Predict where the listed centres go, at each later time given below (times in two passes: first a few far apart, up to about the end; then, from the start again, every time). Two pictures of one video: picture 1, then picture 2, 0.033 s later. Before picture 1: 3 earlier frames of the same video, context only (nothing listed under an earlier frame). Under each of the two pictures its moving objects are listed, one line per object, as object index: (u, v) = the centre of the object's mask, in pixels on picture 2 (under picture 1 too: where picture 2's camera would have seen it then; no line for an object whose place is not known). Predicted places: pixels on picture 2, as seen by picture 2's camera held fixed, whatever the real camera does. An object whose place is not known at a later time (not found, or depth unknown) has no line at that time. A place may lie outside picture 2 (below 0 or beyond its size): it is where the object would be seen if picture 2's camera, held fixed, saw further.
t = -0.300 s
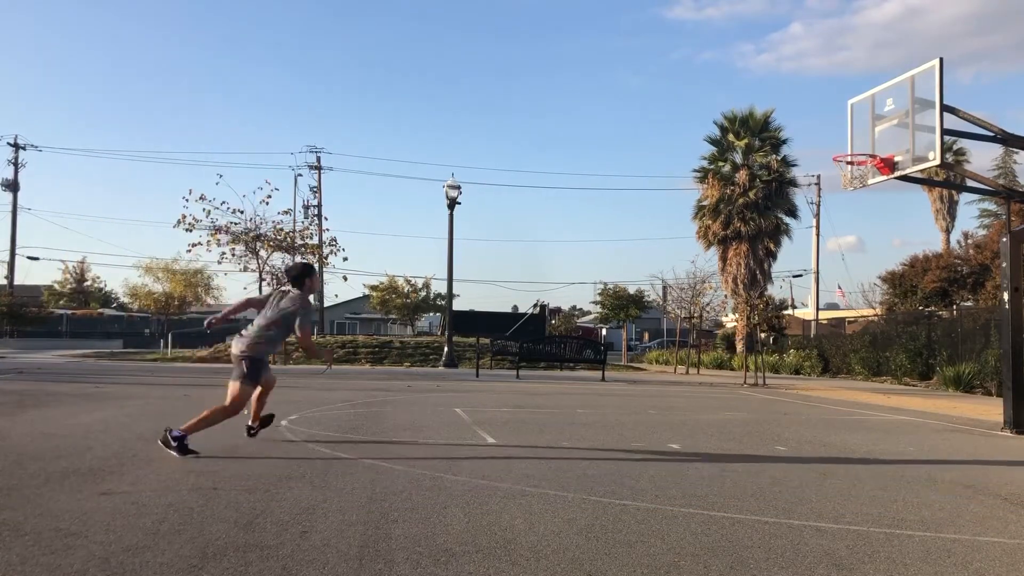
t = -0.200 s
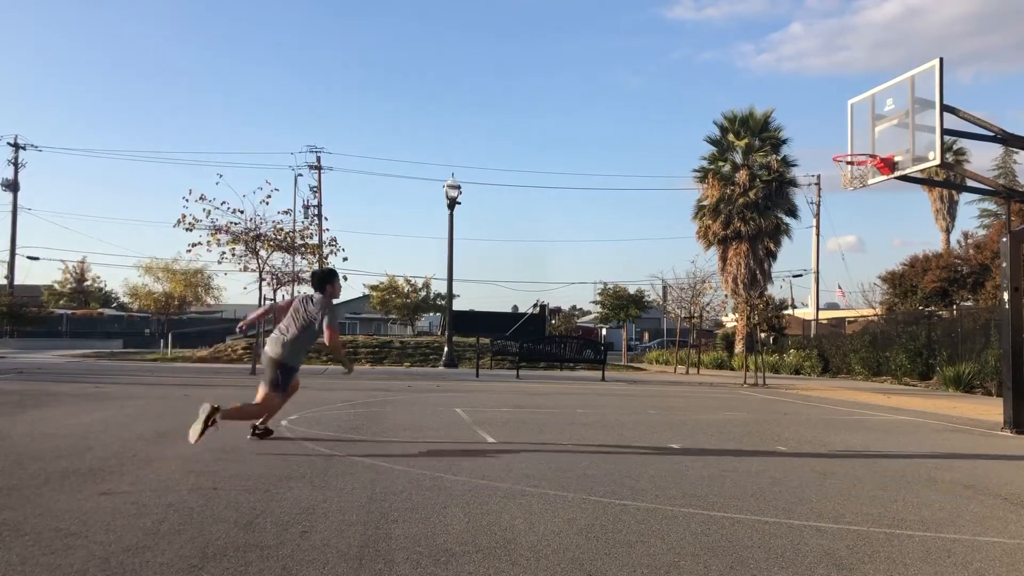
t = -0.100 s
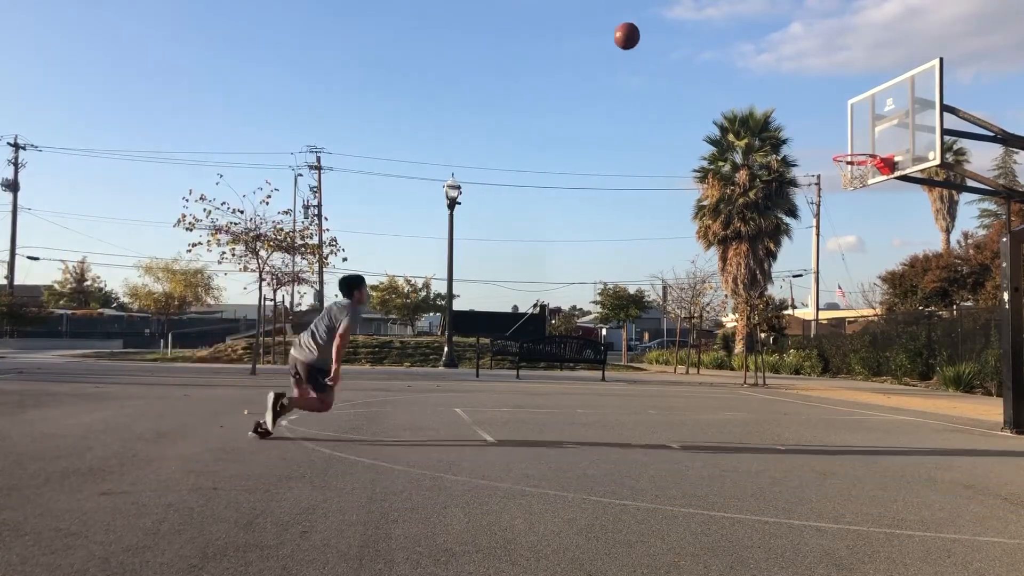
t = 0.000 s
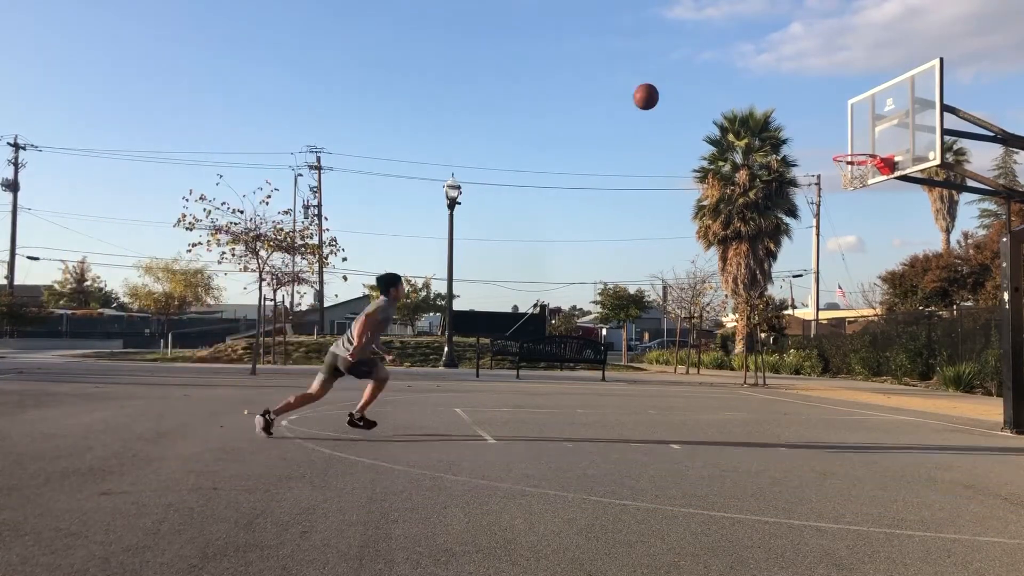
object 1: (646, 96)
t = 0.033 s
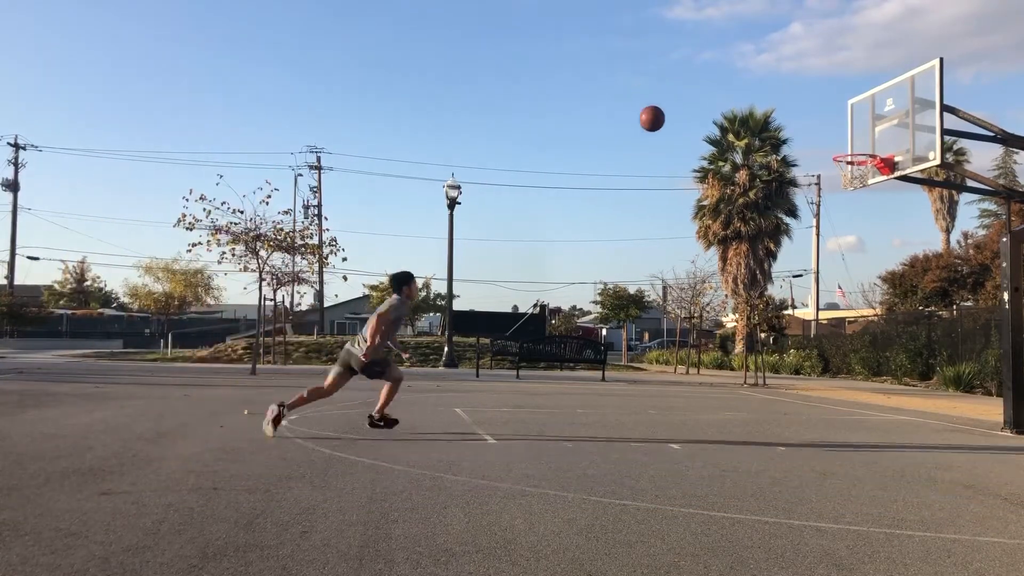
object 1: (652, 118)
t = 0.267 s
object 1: (693, 291)
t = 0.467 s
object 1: (721, 389)
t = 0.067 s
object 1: (658, 141)
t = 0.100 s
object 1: (664, 164)
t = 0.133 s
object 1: (670, 188)
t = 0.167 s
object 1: (675, 213)
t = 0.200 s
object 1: (681, 238)
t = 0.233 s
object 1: (687, 265)
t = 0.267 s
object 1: (693, 291)
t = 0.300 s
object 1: (698, 319)
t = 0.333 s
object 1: (704, 346)
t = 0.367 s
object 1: (711, 377)
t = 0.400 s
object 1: (716, 406)
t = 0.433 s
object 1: (720, 412)
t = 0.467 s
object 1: (721, 389)
